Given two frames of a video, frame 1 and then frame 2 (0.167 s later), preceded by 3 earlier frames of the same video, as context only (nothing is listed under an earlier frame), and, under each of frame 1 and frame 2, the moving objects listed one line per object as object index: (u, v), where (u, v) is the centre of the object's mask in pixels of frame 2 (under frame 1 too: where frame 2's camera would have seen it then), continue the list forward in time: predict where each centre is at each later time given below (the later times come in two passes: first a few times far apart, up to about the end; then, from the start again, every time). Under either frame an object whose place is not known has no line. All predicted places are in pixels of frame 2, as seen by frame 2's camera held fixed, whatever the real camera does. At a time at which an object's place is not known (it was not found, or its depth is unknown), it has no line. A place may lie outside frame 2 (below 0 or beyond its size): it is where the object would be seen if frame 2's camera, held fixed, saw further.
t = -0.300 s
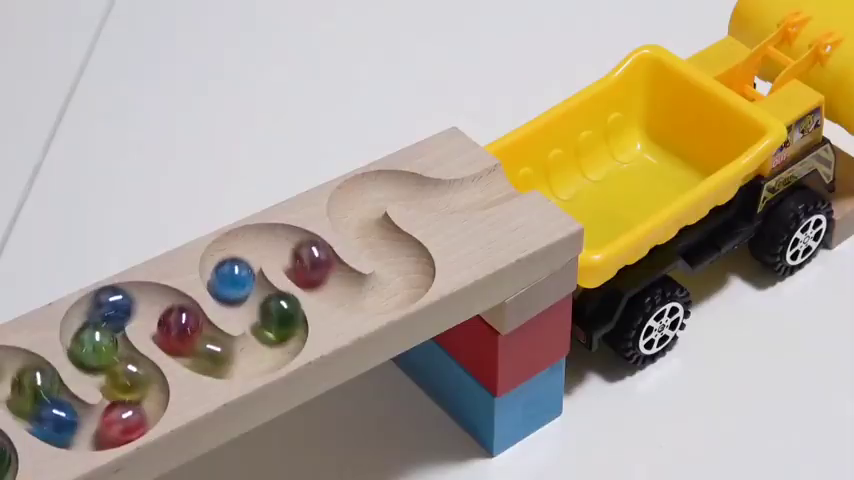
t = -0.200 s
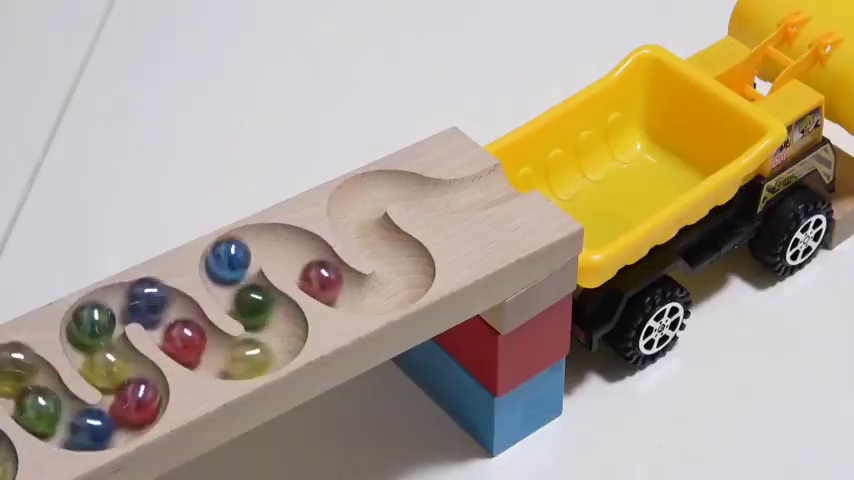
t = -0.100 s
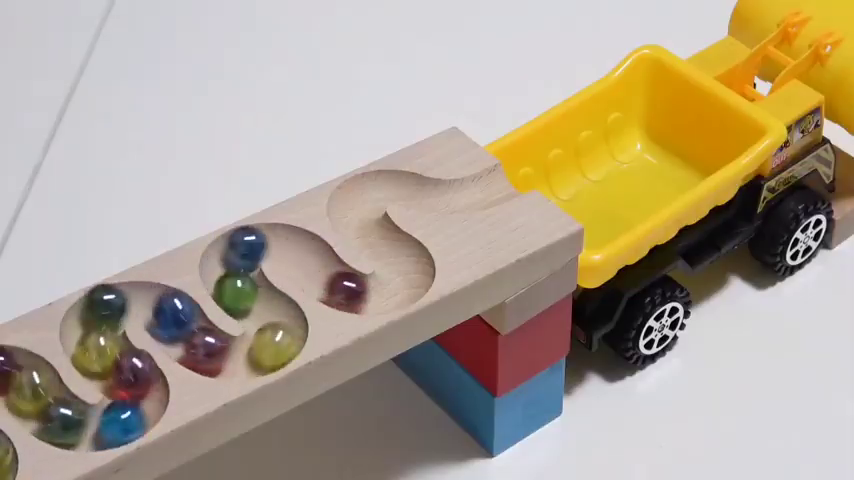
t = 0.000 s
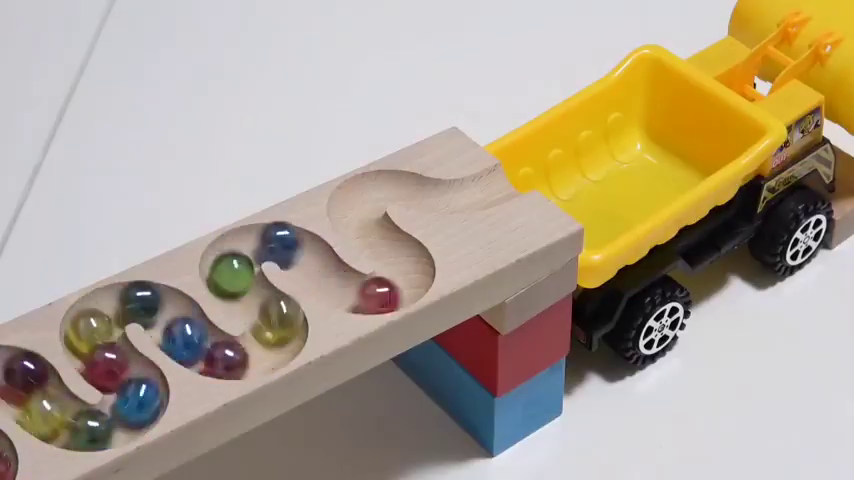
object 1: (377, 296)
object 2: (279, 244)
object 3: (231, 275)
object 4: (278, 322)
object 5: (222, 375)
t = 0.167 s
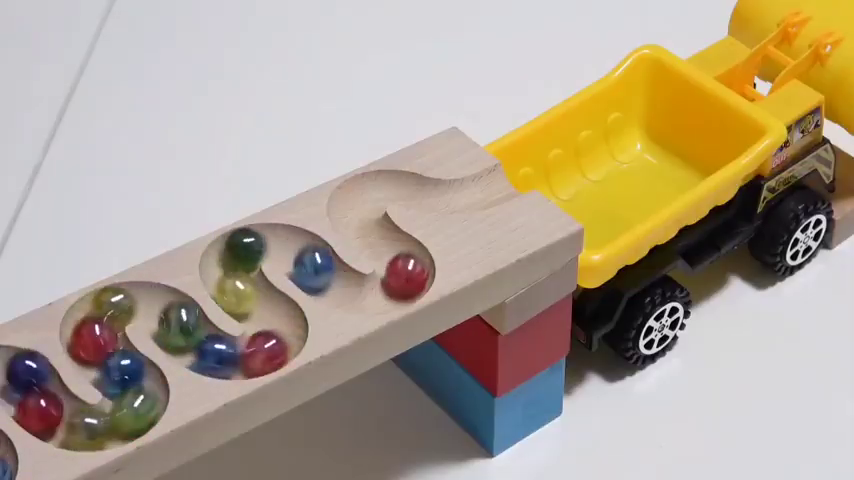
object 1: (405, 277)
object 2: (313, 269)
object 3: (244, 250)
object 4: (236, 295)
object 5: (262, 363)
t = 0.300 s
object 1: (394, 246)
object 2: (332, 287)
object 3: (288, 236)
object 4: (233, 272)
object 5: (282, 339)
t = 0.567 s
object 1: (357, 215)
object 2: (400, 287)
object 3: (332, 287)
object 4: (279, 242)
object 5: (222, 292)
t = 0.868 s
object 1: (406, 185)
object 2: (366, 237)
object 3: (404, 281)
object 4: (330, 287)
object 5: (284, 261)
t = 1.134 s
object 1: (459, 192)
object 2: (356, 196)
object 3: (364, 235)
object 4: (401, 287)
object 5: (330, 300)
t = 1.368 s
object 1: (511, 174)
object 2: (415, 188)
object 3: (357, 197)
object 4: (378, 243)
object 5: (389, 307)
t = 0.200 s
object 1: (405, 268)
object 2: (317, 275)
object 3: (253, 247)
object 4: (233, 290)
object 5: (273, 350)
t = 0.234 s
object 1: (406, 258)
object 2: (320, 280)
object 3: (265, 243)
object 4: (232, 286)
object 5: (280, 342)
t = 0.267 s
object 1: (402, 249)
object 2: (326, 284)
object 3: (278, 236)
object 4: (233, 280)
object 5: (283, 334)
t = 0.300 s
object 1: (394, 246)
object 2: (332, 287)
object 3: (288, 236)
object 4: (233, 272)
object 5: (282, 339)
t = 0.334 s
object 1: (383, 246)
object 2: (341, 291)
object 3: (296, 241)
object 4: (231, 265)
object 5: (275, 332)
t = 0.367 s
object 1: (374, 242)
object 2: (352, 293)
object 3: (305, 246)
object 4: (230, 258)
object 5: (263, 326)
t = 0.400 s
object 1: (367, 237)
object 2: (362, 295)
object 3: (309, 252)
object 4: (231, 252)
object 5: (257, 322)
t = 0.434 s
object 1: (363, 234)
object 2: (373, 296)
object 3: (314, 260)
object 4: (235, 251)
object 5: (247, 315)
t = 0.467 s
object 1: (361, 230)
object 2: (384, 295)
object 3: (316, 269)
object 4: (243, 249)
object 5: (238, 310)
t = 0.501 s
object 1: (361, 226)
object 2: (391, 293)
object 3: (320, 279)
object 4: (254, 247)
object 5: (230, 304)
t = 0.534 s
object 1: (359, 221)
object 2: (397, 291)
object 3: (325, 283)
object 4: (267, 244)
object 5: (227, 299)
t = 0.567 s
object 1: (357, 215)
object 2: (400, 287)
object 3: (332, 287)
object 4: (279, 242)
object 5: (222, 292)
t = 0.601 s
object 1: (354, 209)
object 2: (404, 281)
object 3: (340, 290)
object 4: (289, 237)
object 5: (223, 286)
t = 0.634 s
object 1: (353, 202)
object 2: (406, 273)
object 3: (350, 293)
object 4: (298, 242)
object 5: (225, 279)
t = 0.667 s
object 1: (355, 198)
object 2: (407, 265)
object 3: (360, 295)
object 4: (304, 247)
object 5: (226, 273)
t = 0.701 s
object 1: (361, 197)
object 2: (404, 258)
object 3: (372, 296)
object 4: (308, 255)
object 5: (228, 265)
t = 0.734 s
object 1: (369, 196)
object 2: (398, 252)
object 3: (382, 295)
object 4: (313, 262)
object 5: (235, 259)
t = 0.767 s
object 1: (380, 189)
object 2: (390, 249)
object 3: (390, 294)
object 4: (315, 273)
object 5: (243, 257)
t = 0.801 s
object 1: (391, 186)
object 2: (381, 246)
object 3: (396, 291)
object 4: (318, 279)
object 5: (253, 257)
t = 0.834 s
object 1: (400, 185)
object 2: (373, 241)
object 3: (399, 287)
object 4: (324, 283)
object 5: (269, 259)
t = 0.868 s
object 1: (406, 185)
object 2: (366, 237)
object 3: (404, 281)
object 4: (330, 287)
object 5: (284, 261)
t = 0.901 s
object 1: (413, 187)
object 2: (363, 234)
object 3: (406, 272)
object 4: (340, 289)
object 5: (294, 265)
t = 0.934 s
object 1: (420, 189)
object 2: (362, 230)
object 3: (406, 264)
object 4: (349, 291)
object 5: (299, 272)
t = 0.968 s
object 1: (427, 193)
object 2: (361, 225)
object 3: (405, 252)
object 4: (360, 294)
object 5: (308, 275)
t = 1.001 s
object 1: (434, 194)
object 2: (359, 219)
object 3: (398, 249)
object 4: (371, 296)
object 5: (313, 282)
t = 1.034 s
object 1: (440, 195)
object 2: (356, 213)
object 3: (388, 248)
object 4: (382, 296)
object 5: (316, 289)
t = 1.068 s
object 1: (446, 195)
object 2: (354, 208)
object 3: (378, 244)
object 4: (390, 293)
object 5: (320, 294)
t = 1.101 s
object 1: (452, 194)
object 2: (353, 201)
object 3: (369, 240)
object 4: (396, 291)
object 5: (324, 297)
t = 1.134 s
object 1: (459, 192)
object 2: (356, 196)
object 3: (364, 235)
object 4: (401, 287)
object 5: (330, 300)
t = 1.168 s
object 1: (467, 191)
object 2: (362, 194)
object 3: (361, 232)
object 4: (405, 282)
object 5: (340, 305)
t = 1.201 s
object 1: (476, 190)
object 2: (372, 192)
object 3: (359, 228)
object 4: (407, 274)
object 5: (346, 307)
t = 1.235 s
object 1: (486, 188)
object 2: (383, 189)
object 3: (357, 222)
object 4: (408, 265)
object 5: (355, 309)
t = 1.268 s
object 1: (494, 186)
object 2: (392, 187)
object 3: (357, 215)
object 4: (407, 254)
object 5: (363, 311)
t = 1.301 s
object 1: (500, 183)
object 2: (401, 186)
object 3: (355, 209)
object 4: (401, 249)
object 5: (375, 310)
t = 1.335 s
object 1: (505, 180)
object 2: (409, 186)
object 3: (354, 202)
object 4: (390, 245)
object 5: (379, 310)
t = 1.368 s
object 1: (511, 174)
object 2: (415, 188)
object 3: (357, 197)
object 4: (378, 243)
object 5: (389, 307)
